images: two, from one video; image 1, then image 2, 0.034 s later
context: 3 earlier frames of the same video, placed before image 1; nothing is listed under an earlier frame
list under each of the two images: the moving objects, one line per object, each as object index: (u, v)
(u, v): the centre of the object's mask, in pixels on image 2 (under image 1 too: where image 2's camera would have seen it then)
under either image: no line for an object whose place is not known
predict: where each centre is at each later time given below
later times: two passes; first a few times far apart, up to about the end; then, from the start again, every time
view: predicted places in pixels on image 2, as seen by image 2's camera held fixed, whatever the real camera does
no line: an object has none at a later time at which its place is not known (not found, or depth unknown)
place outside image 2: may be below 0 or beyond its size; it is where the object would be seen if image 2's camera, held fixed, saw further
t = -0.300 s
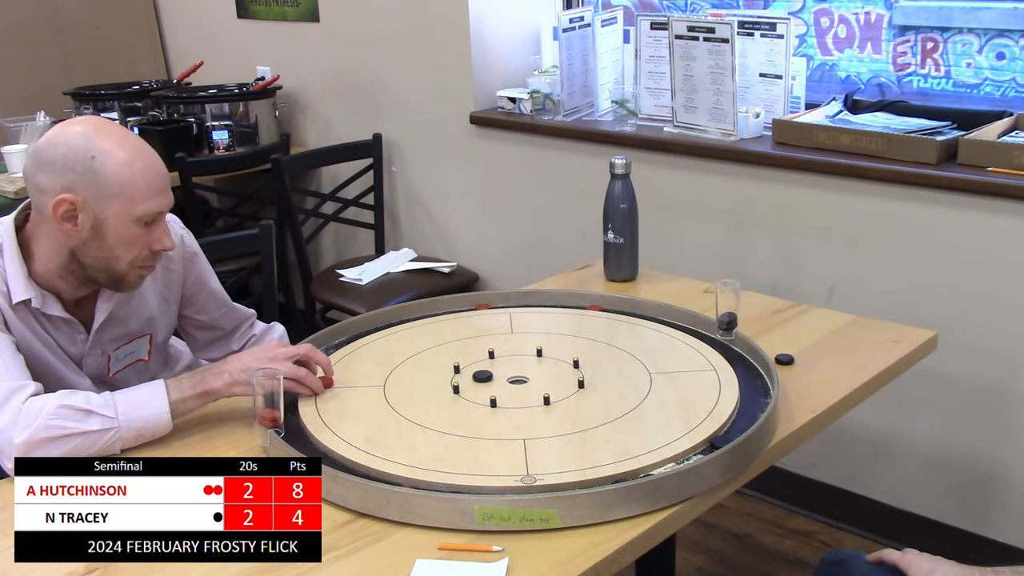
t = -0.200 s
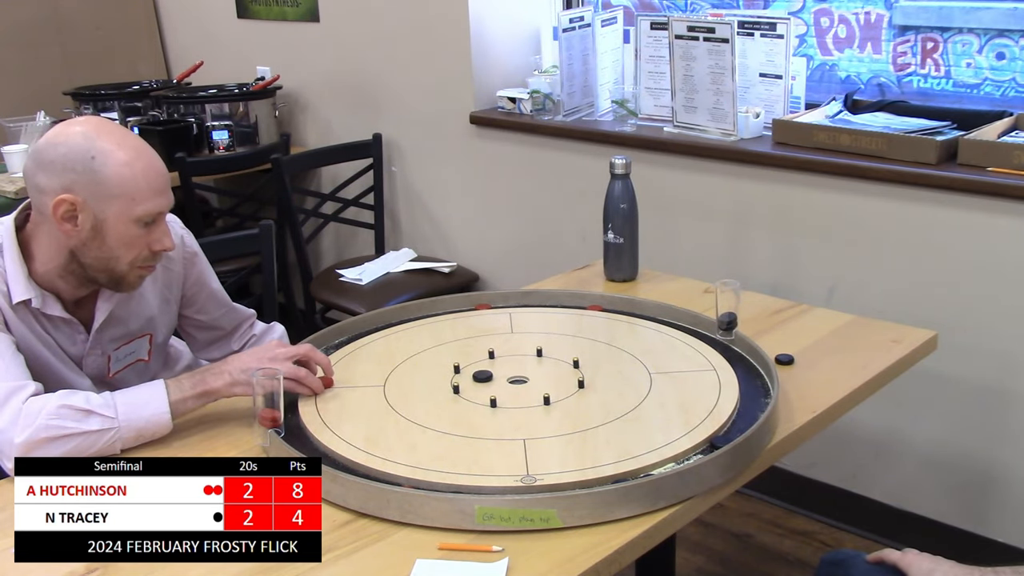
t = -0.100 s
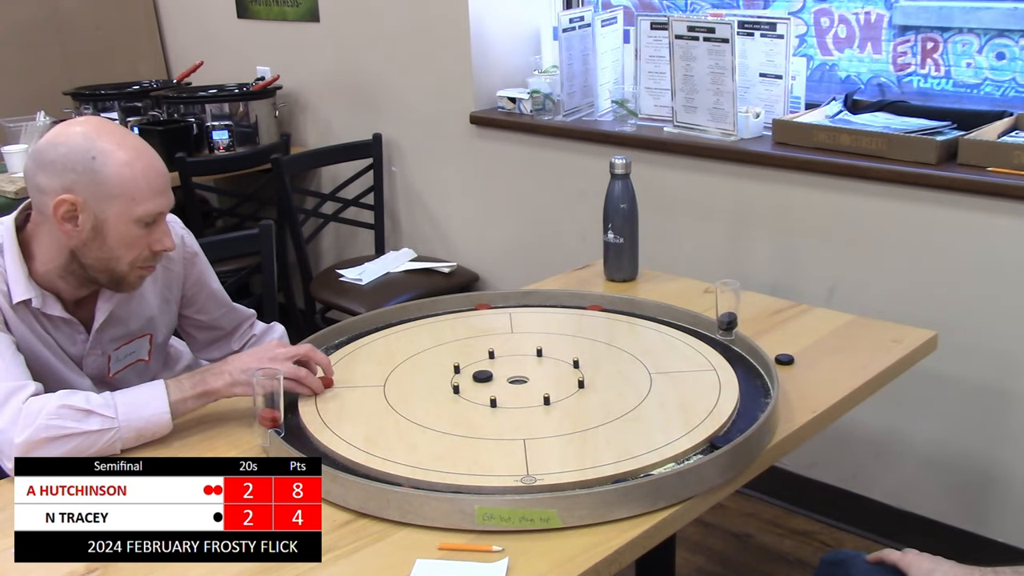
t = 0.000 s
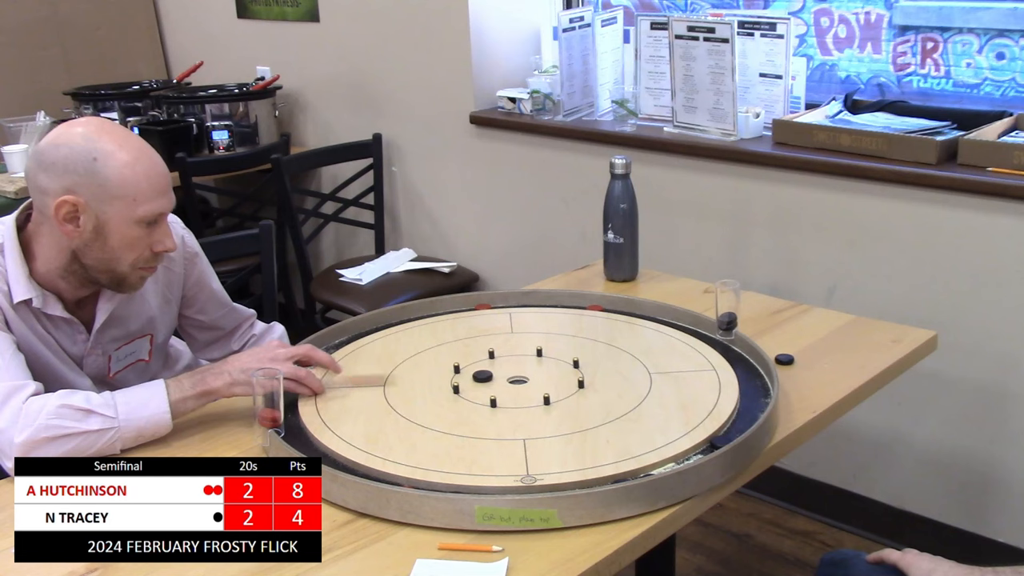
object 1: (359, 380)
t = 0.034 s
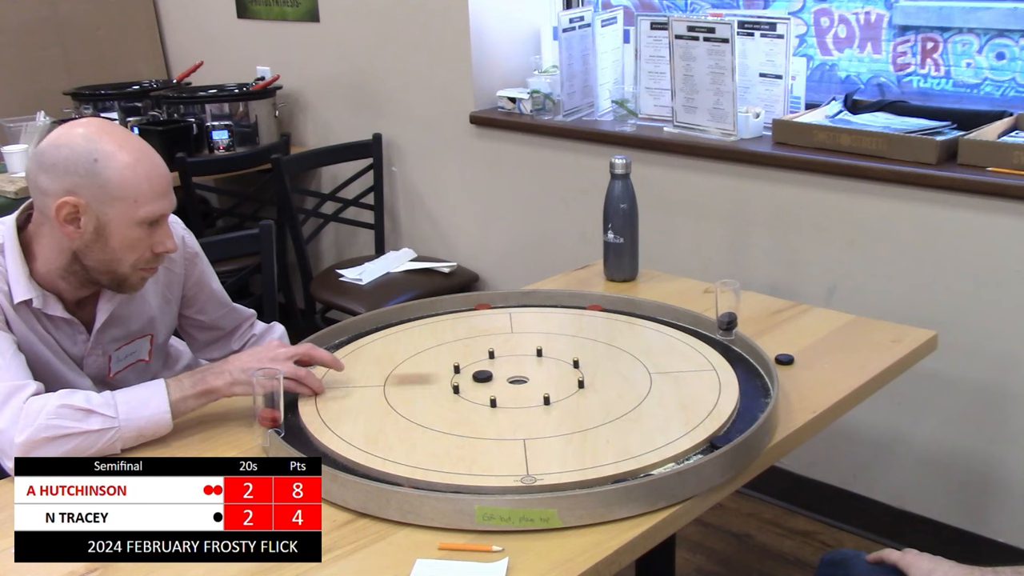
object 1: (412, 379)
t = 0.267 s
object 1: (477, 375)
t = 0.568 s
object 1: (477, 375)
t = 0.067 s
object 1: (452, 377)
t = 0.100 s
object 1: (466, 376)
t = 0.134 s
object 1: (470, 376)
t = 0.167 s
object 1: (473, 375)
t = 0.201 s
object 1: (475, 375)
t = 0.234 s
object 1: (476, 375)
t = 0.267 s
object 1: (477, 375)
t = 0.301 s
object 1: (477, 375)
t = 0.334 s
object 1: (477, 375)
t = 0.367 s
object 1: (477, 375)
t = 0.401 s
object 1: (477, 375)
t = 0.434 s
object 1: (477, 375)
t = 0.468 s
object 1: (477, 375)
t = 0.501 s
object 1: (477, 375)
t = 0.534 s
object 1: (477, 375)
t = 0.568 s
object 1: (477, 375)
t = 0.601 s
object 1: (477, 375)
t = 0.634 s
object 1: (477, 375)
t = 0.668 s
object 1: (477, 375)
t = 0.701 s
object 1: (477, 375)
